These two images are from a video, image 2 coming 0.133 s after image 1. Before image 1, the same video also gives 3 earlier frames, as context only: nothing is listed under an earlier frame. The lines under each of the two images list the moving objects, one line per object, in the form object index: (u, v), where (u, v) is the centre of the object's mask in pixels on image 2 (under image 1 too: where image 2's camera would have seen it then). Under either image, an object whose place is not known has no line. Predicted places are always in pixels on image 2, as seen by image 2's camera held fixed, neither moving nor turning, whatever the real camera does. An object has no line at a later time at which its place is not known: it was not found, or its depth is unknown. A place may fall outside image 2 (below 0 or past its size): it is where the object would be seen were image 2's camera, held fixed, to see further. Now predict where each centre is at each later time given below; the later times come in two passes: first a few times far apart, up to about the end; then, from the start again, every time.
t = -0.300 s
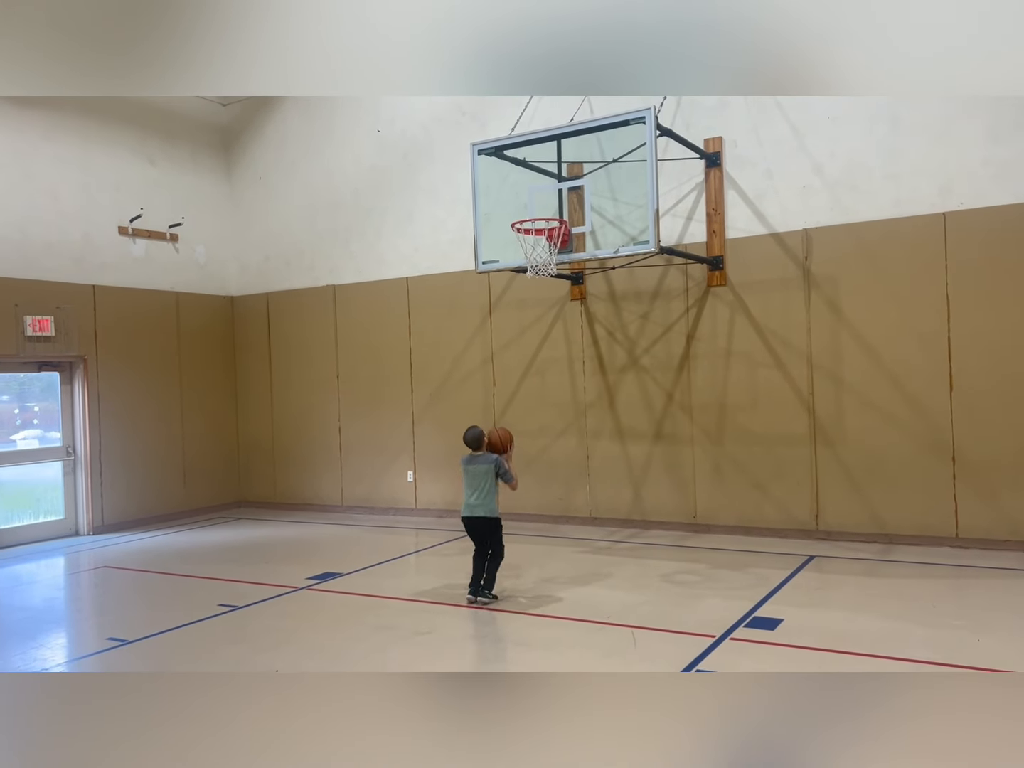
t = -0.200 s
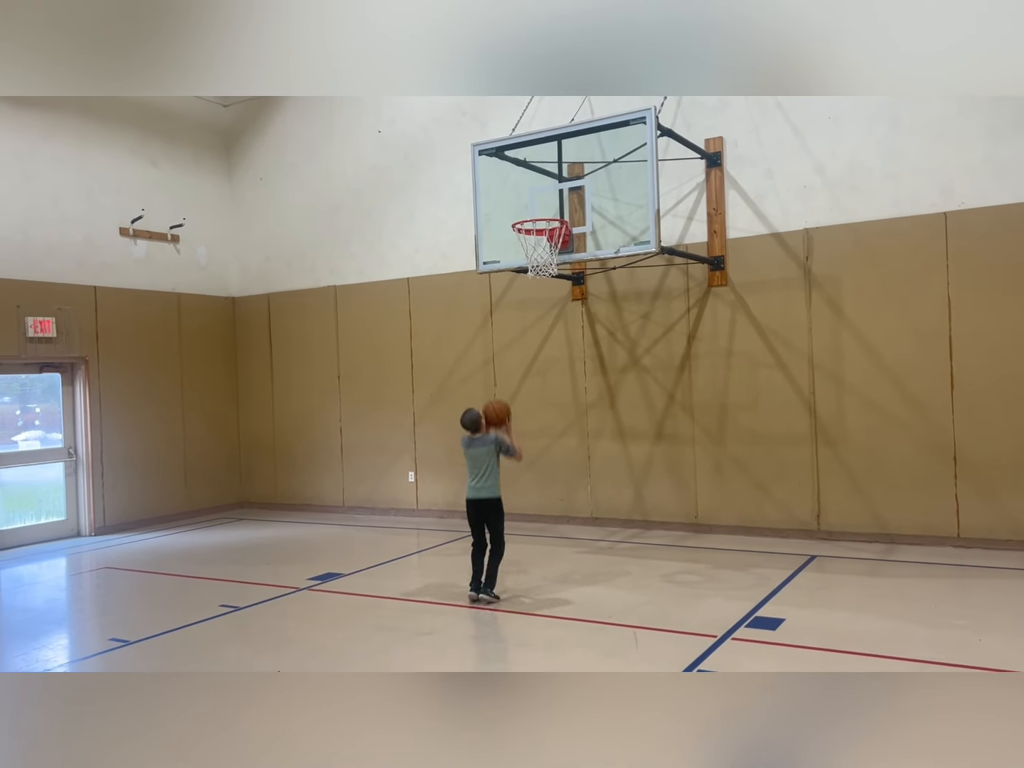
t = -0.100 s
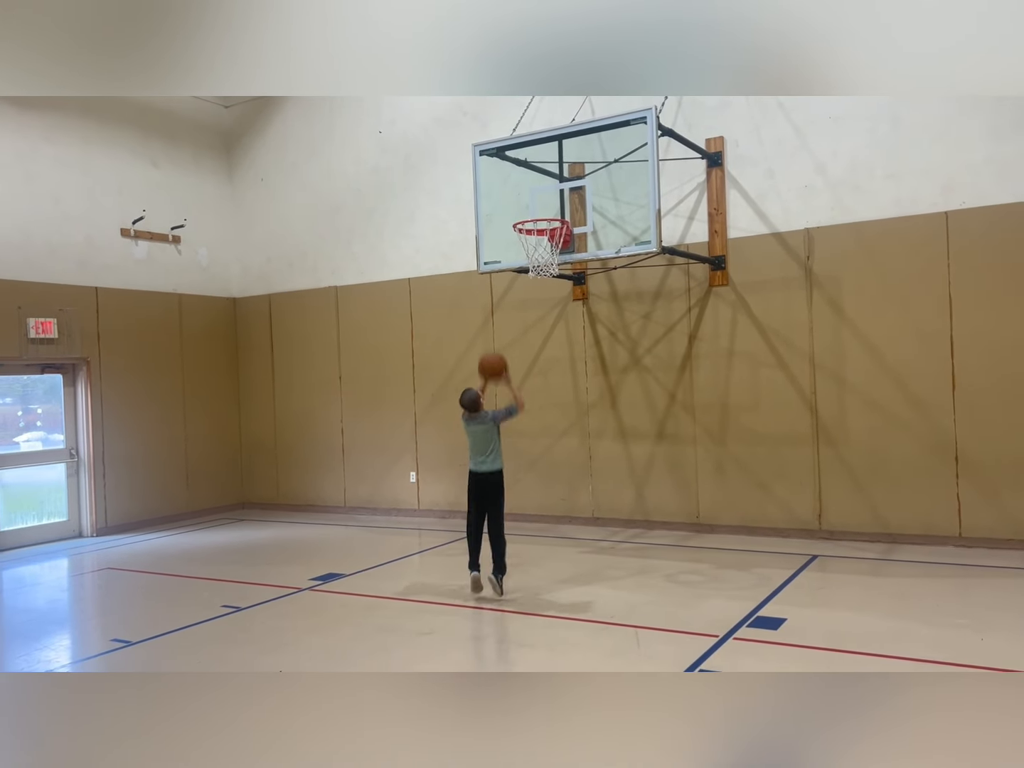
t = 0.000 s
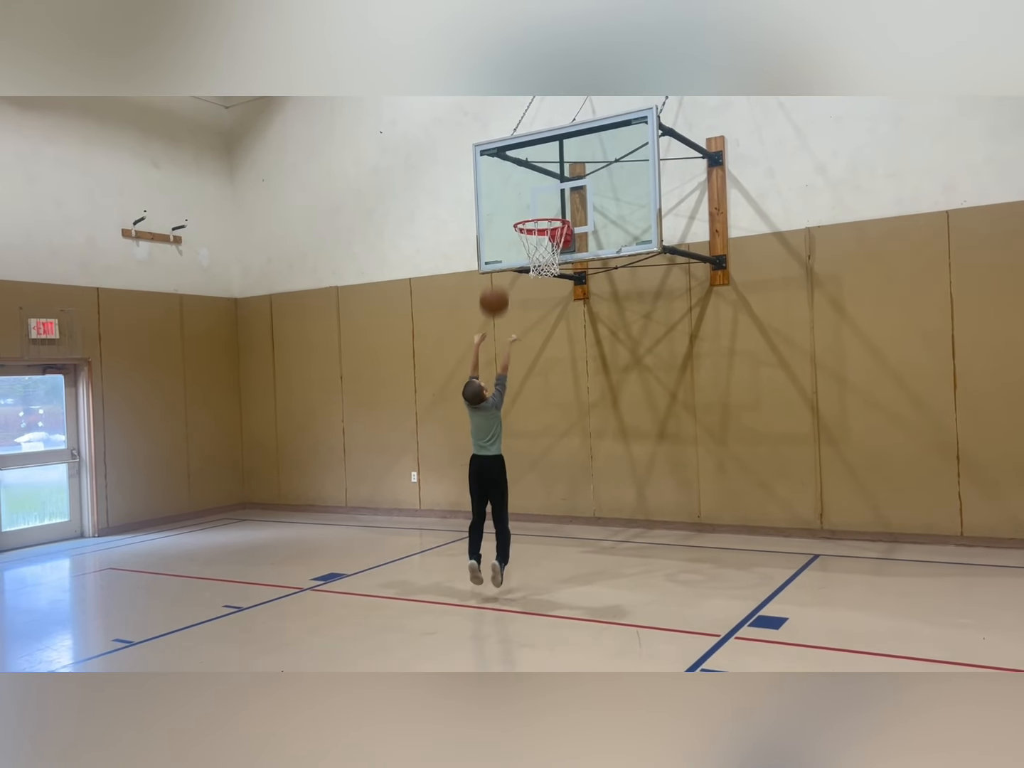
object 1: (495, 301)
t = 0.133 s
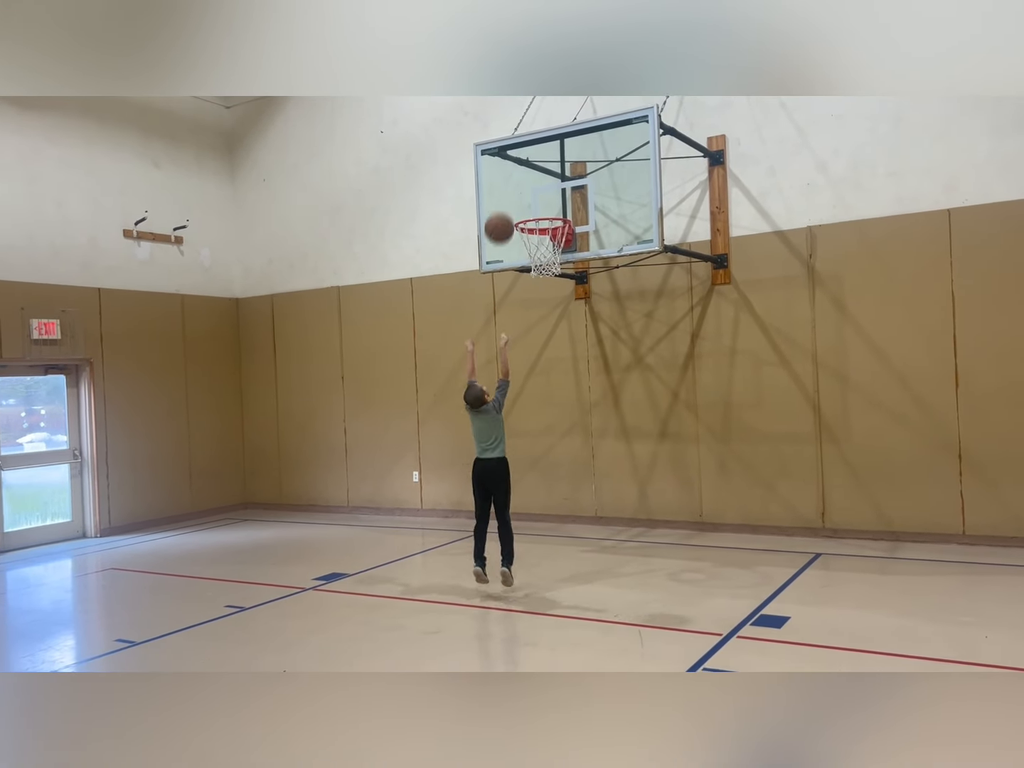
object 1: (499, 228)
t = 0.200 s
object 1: (502, 200)
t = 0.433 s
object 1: (512, 146)
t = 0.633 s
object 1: (523, 154)
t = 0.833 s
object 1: (537, 215)
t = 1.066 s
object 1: (556, 352)
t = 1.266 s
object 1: (576, 523)
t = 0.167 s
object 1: (500, 213)
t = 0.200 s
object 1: (502, 200)
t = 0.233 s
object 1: (503, 188)
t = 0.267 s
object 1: (504, 177)
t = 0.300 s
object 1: (506, 168)
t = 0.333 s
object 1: (507, 160)
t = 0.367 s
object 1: (509, 154)
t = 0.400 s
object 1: (511, 149)
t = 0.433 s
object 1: (512, 146)
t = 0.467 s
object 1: (514, 144)
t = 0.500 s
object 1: (515, 144)
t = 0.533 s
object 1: (517, 144)
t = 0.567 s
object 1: (519, 146)
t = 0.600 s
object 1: (521, 149)
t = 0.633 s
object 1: (523, 154)
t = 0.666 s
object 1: (525, 161)
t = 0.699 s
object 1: (528, 169)
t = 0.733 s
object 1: (530, 178)
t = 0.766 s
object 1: (532, 189)
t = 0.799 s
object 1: (535, 202)
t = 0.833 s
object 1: (537, 215)
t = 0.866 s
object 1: (540, 231)
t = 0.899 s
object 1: (542, 248)
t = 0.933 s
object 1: (545, 266)
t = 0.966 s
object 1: (548, 286)
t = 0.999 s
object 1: (550, 306)
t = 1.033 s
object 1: (553, 328)
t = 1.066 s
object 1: (556, 352)
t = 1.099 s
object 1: (560, 378)
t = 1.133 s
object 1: (563, 404)
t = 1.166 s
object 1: (566, 432)
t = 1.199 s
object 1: (570, 461)
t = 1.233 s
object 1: (573, 491)
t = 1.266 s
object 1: (576, 523)
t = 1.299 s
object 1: (581, 558)
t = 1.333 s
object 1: (584, 593)
